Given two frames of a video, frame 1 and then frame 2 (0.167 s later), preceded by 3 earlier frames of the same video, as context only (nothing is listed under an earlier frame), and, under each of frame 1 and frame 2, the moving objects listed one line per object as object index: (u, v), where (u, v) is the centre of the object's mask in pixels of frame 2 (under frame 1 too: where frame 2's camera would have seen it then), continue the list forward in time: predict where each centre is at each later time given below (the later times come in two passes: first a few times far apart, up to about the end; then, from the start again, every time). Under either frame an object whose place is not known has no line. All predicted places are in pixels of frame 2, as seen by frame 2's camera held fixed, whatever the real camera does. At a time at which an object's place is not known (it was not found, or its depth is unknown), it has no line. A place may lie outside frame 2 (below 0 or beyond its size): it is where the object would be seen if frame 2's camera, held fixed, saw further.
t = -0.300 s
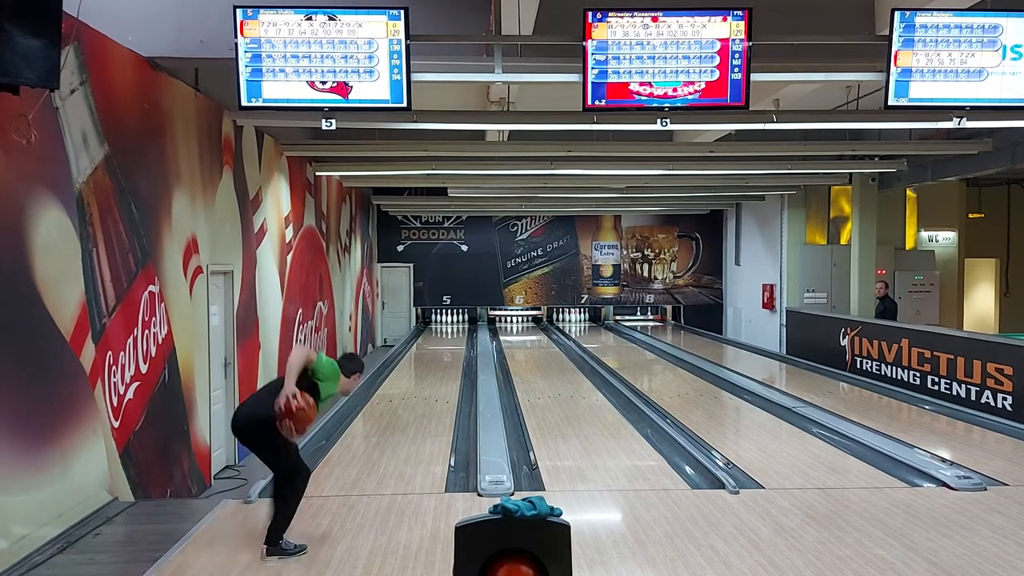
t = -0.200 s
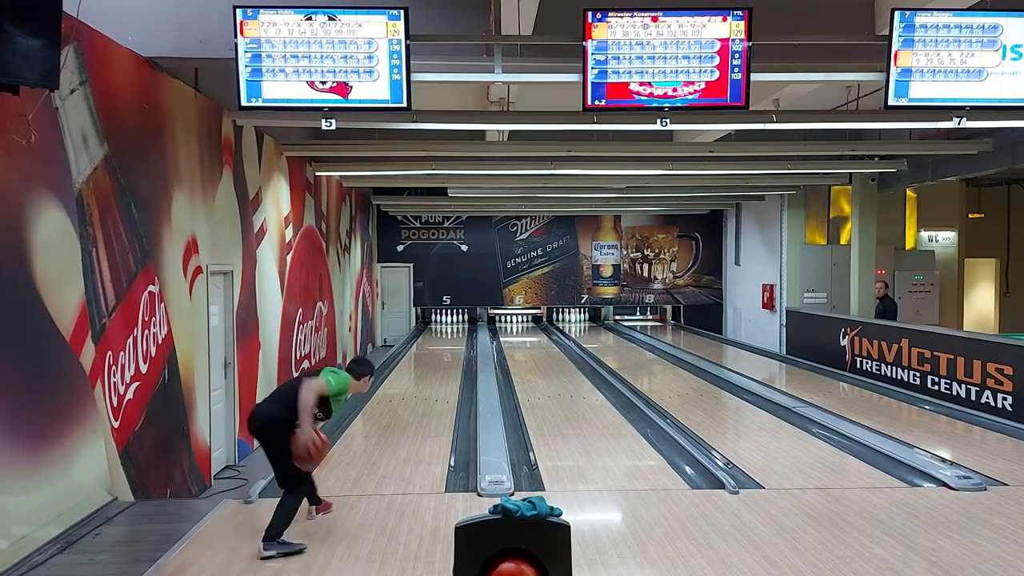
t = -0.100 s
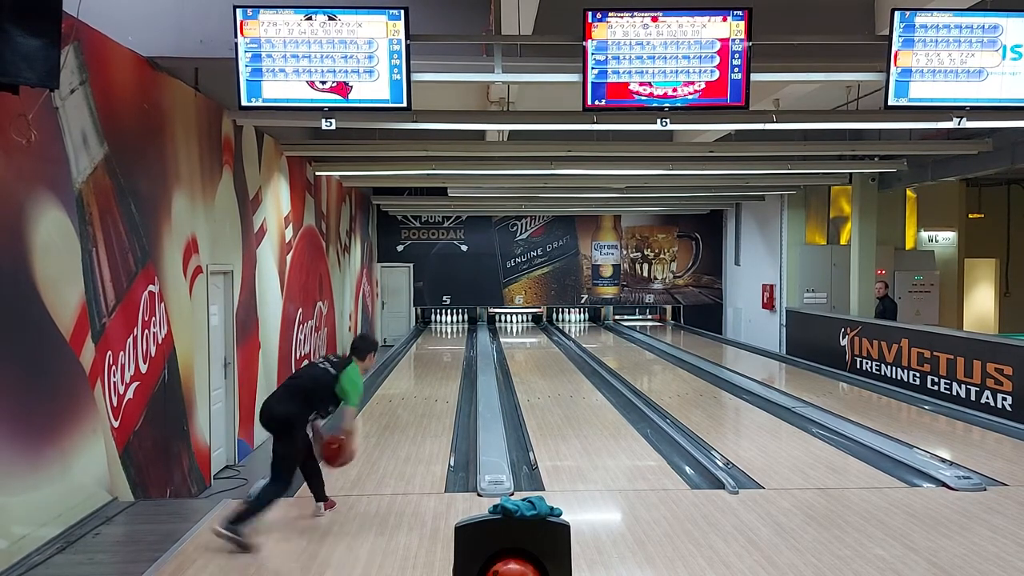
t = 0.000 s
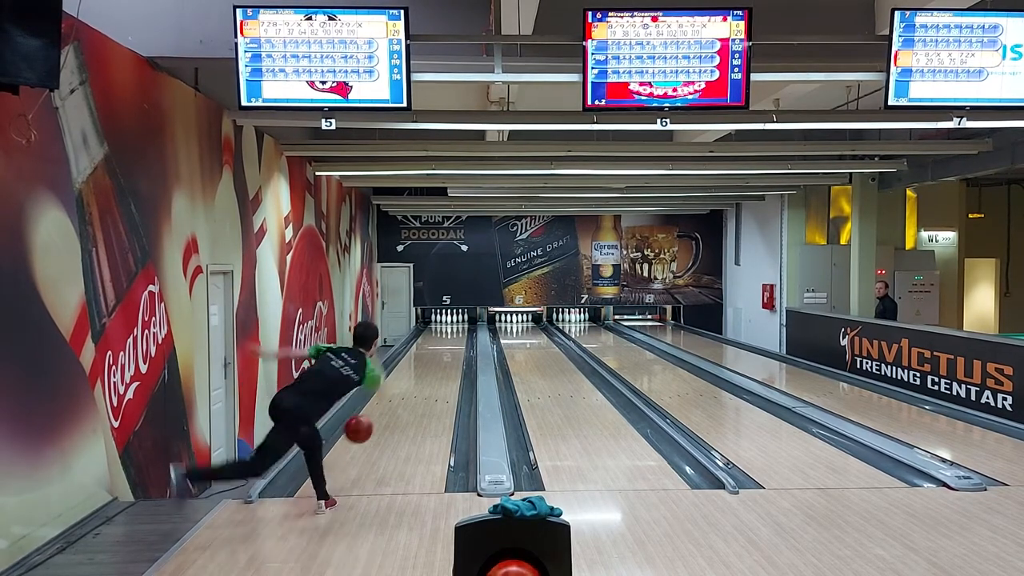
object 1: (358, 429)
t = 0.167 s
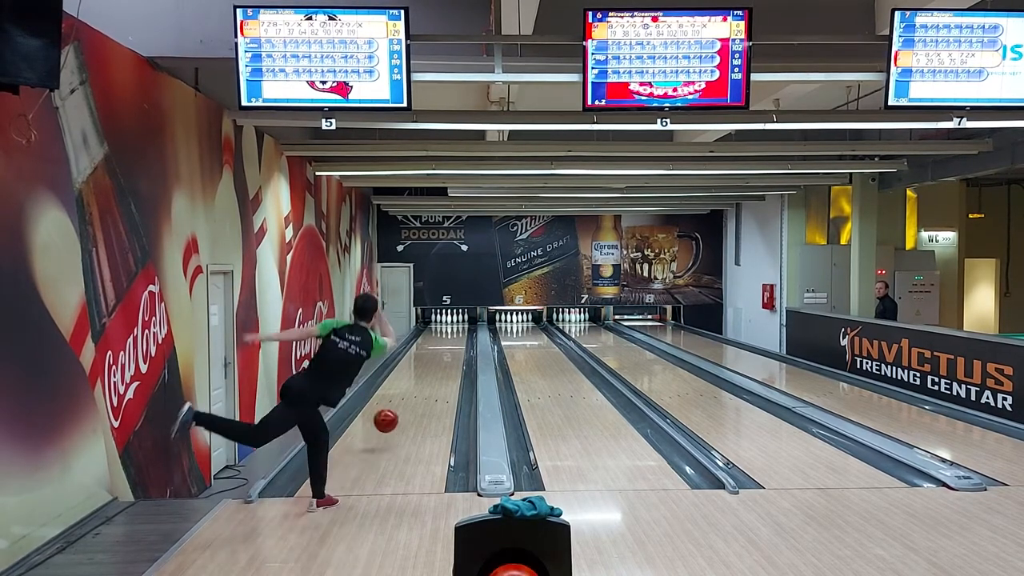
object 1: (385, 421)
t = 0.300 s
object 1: (402, 417)
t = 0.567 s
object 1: (424, 391)
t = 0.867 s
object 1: (440, 369)
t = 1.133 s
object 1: (449, 356)
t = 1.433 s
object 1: (455, 344)
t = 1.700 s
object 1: (457, 336)
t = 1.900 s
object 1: (457, 332)
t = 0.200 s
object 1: (390, 422)
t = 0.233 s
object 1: (394, 426)
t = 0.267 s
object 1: (398, 423)
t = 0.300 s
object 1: (402, 417)
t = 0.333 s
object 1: (405, 412)
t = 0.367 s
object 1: (408, 409)
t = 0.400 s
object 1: (411, 407)
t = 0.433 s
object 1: (414, 404)
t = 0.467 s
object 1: (417, 401)
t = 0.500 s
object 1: (419, 397)
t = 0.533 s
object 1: (422, 394)
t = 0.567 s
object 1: (424, 391)
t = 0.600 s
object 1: (426, 388)
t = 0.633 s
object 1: (428, 385)
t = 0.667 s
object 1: (430, 383)
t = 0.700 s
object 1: (432, 380)
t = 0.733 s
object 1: (434, 378)
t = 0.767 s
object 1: (436, 375)
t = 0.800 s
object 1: (437, 373)
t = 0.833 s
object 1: (439, 371)
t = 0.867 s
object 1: (440, 369)
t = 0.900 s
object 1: (441, 367)
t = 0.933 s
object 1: (443, 366)
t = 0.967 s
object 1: (444, 364)
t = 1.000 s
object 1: (445, 362)
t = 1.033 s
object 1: (446, 360)
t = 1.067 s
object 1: (447, 359)
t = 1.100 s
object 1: (448, 357)
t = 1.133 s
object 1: (449, 356)
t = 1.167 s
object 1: (450, 354)
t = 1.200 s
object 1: (451, 353)
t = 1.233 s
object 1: (452, 351)
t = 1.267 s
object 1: (452, 350)
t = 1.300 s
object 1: (453, 349)
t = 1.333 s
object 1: (453, 348)
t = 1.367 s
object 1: (454, 346)
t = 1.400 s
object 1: (454, 345)
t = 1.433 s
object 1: (455, 344)
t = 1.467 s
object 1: (455, 343)
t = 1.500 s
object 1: (456, 342)
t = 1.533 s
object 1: (456, 341)
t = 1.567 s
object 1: (456, 340)
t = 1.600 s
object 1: (456, 339)
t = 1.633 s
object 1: (457, 338)
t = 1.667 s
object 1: (457, 337)
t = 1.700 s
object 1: (457, 336)
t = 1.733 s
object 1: (458, 336)
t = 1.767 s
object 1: (457, 335)
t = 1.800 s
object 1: (457, 334)
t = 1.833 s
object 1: (458, 333)
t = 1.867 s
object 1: (457, 332)
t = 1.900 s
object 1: (457, 332)
